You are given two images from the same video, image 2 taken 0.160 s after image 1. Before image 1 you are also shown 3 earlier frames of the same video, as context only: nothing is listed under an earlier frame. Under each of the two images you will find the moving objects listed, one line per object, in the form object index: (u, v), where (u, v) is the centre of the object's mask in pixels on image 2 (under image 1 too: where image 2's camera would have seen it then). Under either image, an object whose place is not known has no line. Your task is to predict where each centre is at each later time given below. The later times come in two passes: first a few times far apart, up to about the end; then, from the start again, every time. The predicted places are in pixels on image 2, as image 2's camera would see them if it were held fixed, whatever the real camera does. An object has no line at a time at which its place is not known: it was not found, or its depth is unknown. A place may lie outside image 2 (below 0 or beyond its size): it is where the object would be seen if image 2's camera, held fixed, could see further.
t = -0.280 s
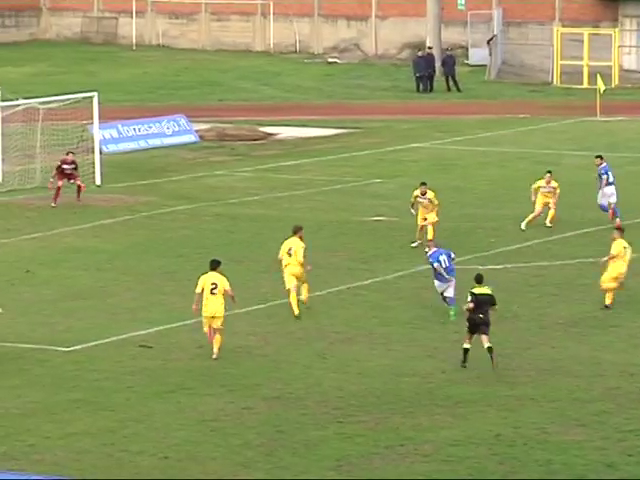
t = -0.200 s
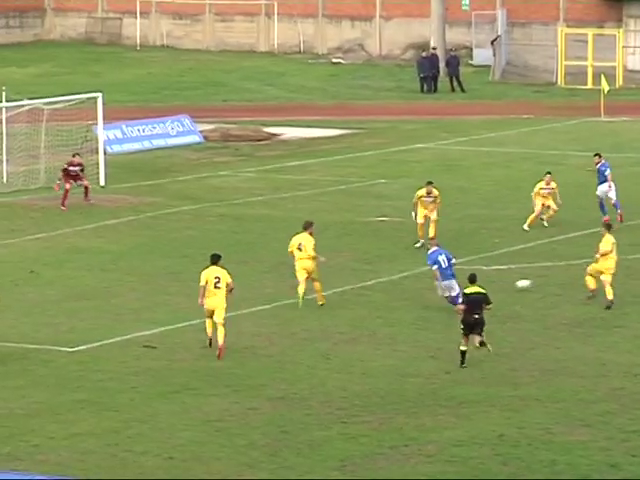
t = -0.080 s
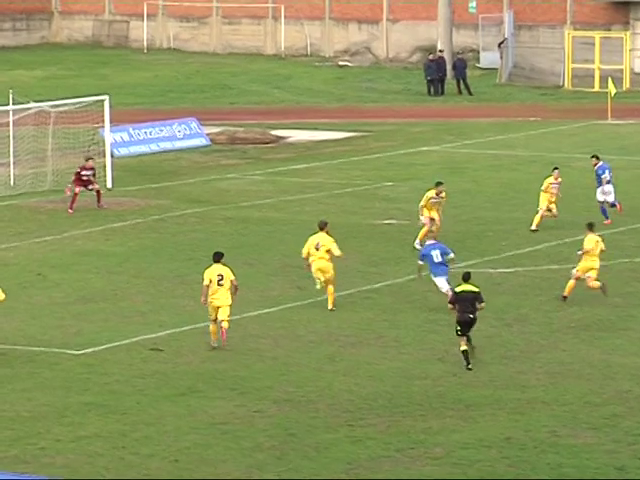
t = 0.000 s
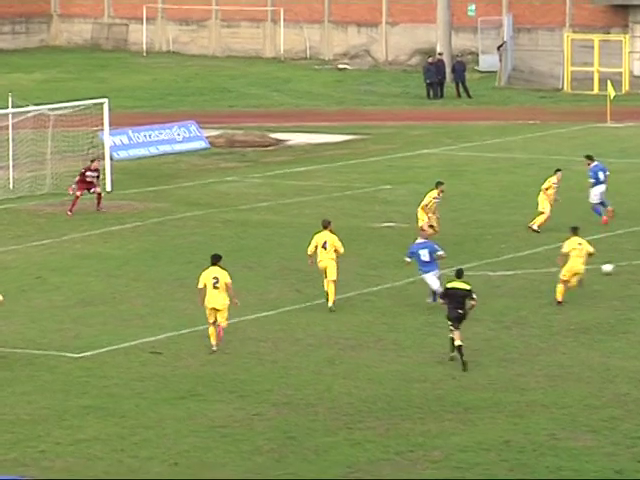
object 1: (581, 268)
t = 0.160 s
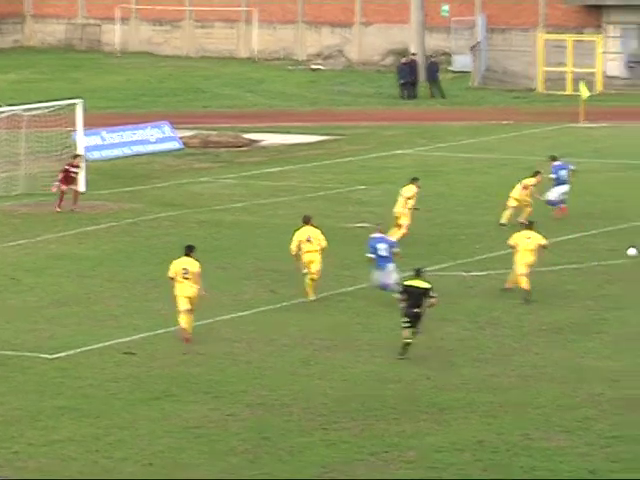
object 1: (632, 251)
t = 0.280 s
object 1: (667, 247)
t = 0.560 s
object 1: (732, 231)
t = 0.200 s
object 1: (644, 250)
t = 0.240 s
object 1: (656, 249)
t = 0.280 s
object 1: (667, 247)
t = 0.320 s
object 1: (677, 243)
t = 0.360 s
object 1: (687, 241)
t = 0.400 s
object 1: (697, 239)
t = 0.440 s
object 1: (706, 238)
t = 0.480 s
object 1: (715, 236)
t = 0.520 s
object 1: (724, 234)
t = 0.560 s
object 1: (732, 231)
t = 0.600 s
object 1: (740, 230)
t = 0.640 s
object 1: (748, 229)
